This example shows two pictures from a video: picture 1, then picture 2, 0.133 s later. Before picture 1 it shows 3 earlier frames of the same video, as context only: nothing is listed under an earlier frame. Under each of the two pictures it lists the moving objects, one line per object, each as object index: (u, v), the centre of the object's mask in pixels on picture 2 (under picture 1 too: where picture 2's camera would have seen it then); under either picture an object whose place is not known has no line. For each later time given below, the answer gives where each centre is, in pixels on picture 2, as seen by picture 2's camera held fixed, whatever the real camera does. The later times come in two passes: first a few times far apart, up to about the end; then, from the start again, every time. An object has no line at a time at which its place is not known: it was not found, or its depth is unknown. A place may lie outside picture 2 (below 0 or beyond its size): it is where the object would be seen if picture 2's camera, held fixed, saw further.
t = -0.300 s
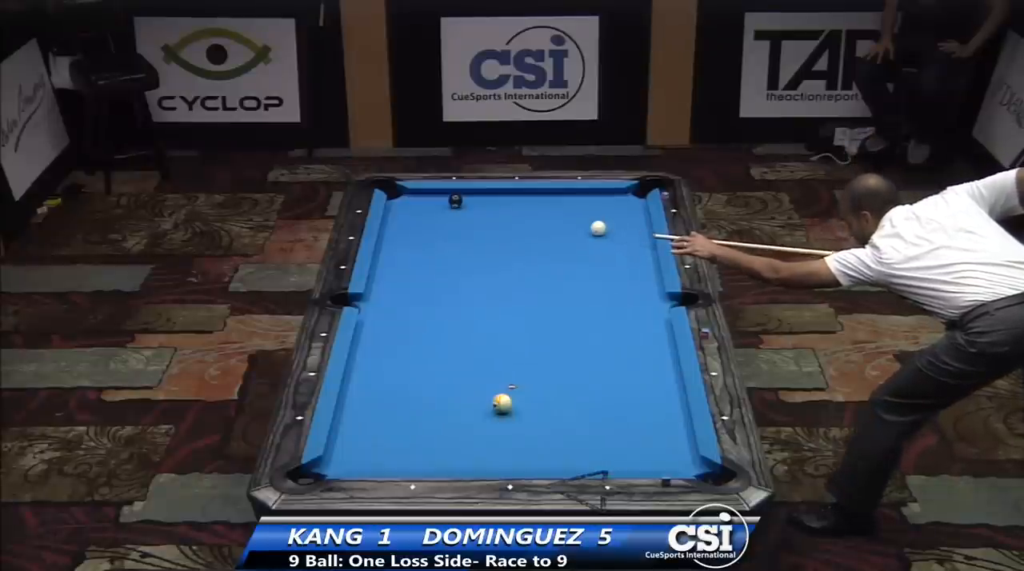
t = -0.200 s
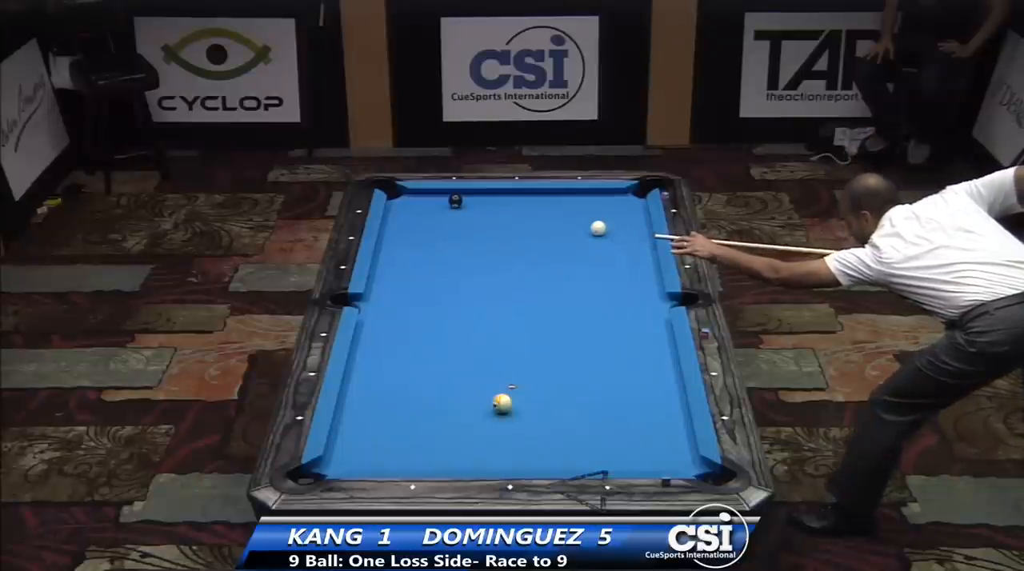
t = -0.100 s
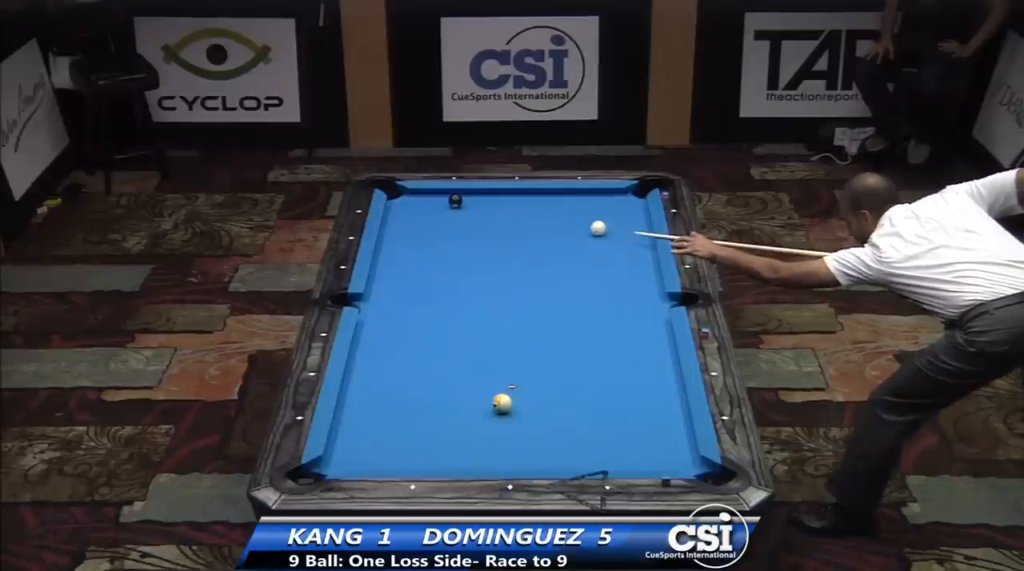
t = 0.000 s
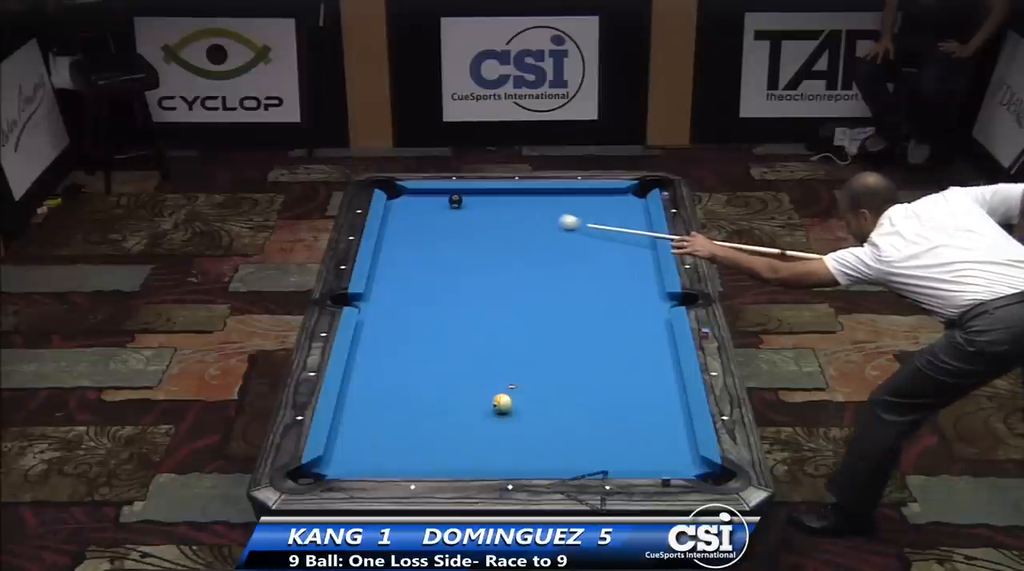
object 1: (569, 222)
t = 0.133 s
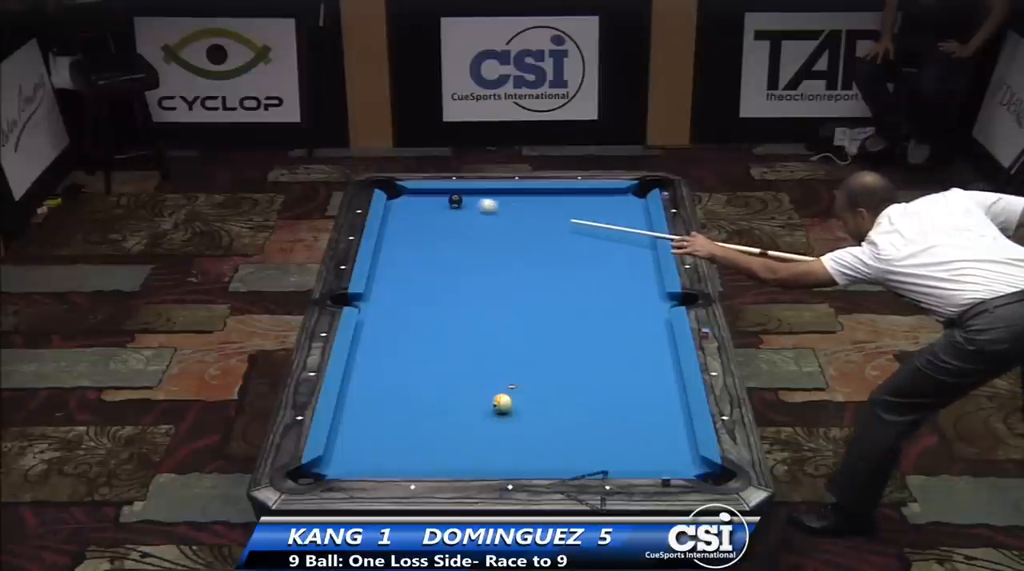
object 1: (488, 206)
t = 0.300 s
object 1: (467, 197)
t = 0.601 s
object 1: (429, 197)
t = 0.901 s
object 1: (398, 205)
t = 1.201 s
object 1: (419, 216)
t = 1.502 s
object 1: (440, 226)
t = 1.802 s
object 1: (460, 236)
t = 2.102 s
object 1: (480, 246)
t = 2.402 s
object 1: (499, 255)
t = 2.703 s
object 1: (518, 264)
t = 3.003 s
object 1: (536, 272)
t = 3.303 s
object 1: (553, 281)
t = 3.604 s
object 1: (568, 288)
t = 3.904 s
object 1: (584, 295)
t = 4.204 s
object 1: (598, 302)
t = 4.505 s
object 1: (611, 308)
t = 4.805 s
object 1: (622, 314)
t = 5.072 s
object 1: (631, 318)
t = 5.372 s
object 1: (640, 322)
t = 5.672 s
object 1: (647, 326)
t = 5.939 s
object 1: (653, 329)
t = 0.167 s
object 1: (470, 202)
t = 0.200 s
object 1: (469, 201)
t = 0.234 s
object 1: (469, 200)
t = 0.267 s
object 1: (469, 198)
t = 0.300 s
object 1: (467, 197)
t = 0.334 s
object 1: (465, 196)
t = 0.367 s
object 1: (463, 194)
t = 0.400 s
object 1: (460, 193)
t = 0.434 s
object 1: (455, 193)
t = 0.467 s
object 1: (450, 194)
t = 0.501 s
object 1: (445, 195)
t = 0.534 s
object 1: (440, 196)
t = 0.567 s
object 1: (434, 197)
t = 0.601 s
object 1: (429, 197)
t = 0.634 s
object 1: (424, 198)
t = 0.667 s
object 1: (418, 199)
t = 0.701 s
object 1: (413, 200)
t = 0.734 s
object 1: (408, 200)
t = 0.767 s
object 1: (403, 201)
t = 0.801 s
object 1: (398, 202)
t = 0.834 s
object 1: (393, 203)
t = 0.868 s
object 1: (395, 204)
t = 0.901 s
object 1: (398, 205)
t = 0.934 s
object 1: (401, 207)
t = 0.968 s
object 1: (403, 208)
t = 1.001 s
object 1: (405, 209)
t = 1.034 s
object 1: (407, 210)
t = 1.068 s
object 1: (410, 211)
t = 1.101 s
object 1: (412, 213)
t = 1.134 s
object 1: (414, 214)
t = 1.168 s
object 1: (417, 215)
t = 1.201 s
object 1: (419, 216)
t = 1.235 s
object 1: (422, 217)
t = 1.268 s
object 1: (424, 218)
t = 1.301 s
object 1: (426, 220)
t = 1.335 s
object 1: (428, 221)
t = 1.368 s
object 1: (431, 222)
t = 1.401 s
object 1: (433, 223)
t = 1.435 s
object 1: (435, 224)
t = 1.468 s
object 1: (438, 225)
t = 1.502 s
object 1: (440, 226)
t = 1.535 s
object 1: (442, 227)
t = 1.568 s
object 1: (445, 228)
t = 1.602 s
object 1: (447, 229)
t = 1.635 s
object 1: (449, 231)
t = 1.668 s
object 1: (451, 232)
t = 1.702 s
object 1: (453, 233)
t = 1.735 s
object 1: (456, 234)
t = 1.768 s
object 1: (458, 235)
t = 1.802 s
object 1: (460, 236)
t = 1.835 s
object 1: (463, 237)
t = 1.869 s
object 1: (465, 238)
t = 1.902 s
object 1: (467, 239)
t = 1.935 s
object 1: (469, 240)
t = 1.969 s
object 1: (471, 241)
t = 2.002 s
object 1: (473, 242)
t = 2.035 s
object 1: (476, 243)
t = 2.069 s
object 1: (478, 245)
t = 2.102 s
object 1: (480, 246)
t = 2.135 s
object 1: (482, 247)
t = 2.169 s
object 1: (484, 248)
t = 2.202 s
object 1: (487, 249)
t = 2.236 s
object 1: (489, 250)
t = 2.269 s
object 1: (491, 251)
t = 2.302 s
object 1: (493, 252)
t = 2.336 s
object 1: (495, 253)
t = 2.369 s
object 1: (497, 254)
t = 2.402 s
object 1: (499, 255)
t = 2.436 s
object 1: (501, 256)
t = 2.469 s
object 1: (504, 257)
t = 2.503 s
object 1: (506, 258)
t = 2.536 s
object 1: (508, 259)
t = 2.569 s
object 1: (510, 260)
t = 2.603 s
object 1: (512, 261)
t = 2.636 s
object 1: (514, 262)
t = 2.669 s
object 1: (516, 263)
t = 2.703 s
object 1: (518, 264)
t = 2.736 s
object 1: (520, 265)
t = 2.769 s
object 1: (522, 266)
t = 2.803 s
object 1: (524, 267)
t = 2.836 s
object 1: (526, 268)
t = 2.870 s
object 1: (528, 269)
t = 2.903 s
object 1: (530, 270)
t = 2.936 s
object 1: (532, 270)
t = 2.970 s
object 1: (534, 271)
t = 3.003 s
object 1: (536, 272)
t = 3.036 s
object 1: (538, 273)
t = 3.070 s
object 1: (539, 274)
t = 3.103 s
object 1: (542, 275)
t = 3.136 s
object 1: (543, 276)
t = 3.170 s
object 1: (545, 277)
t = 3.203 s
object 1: (547, 278)
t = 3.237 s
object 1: (549, 279)
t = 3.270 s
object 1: (551, 280)
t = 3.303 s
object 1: (553, 281)
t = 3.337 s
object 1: (554, 281)
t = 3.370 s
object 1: (556, 282)
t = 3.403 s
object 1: (558, 283)
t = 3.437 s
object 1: (560, 284)
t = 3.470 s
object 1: (562, 285)
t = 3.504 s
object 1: (563, 286)
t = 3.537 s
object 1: (565, 287)
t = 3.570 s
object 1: (567, 287)
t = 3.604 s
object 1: (568, 288)
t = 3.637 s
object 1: (570, 289)
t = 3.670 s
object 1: (572, 290)
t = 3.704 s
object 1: (574, 291)
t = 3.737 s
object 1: (575, 292)
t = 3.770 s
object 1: (577, 292)
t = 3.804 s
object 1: (579, 293)
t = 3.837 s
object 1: (580, 294)
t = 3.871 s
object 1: (582, 295)
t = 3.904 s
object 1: (584, 295)
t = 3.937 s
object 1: (585, 296)
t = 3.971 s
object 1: (587, 297)
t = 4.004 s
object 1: (588, 298)
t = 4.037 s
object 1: (590, 299)
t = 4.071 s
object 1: (591, 299)
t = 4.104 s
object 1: (593, 300)
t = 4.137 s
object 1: (595, 301)
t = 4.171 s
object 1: (596, 301)
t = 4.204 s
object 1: (598, 302)
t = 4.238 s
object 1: (599, 303)
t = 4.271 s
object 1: (601, 303)
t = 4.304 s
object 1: (602, 304)
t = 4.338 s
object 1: (604, 305)
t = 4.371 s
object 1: (605, 305)
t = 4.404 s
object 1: (606, 306)
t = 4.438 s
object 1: (608, 307)
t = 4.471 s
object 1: (609, 308)
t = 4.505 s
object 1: (611, 308)
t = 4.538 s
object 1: (612, 309)
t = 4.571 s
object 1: (613, 310)
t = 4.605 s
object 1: (615, 310)
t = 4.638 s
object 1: (616, 311)
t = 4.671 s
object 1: (617, 311)
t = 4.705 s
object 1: (618, 312)
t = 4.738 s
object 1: (620, 313)
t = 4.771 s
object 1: (621, 313)
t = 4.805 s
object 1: (622, 314)
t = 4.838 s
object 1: (623, 314)
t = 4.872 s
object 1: (624, 315)
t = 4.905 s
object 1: (625, 315)
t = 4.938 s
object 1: (626, 316)
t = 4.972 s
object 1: (628, 317)
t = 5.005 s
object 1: (629, 317)
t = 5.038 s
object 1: (630, 318)
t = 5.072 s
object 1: (631, 318)
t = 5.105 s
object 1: (632, 319)
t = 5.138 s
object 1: (633, 319)
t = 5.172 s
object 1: (634, 320)
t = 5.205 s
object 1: (635, 320)
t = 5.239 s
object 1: (636, 321)
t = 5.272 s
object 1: (637, 321)
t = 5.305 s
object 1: (638, 322)
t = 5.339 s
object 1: (639, 322)
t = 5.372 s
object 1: (640, 322)
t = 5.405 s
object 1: (641, 323)
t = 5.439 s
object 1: (642, 323)
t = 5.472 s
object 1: (643, 323)
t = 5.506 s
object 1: (644, 324)
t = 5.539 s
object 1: (644, 324)
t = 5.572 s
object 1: (645, 325)
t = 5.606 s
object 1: (646, 325)
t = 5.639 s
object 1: (647, 326)
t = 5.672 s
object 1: (647, 326)
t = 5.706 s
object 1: (648, 326)
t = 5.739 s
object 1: (649, 327)
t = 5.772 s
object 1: (650, 327)
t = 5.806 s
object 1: (651, 327)
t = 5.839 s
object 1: (651, 328)
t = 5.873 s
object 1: (652, 328)
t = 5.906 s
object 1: (653, 328)
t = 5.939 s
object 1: (653, 329)
